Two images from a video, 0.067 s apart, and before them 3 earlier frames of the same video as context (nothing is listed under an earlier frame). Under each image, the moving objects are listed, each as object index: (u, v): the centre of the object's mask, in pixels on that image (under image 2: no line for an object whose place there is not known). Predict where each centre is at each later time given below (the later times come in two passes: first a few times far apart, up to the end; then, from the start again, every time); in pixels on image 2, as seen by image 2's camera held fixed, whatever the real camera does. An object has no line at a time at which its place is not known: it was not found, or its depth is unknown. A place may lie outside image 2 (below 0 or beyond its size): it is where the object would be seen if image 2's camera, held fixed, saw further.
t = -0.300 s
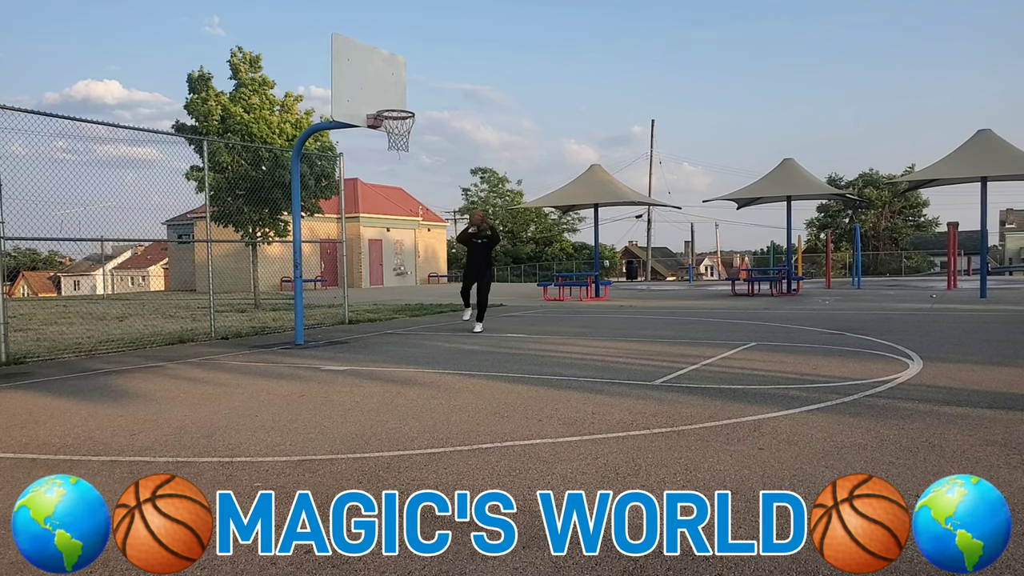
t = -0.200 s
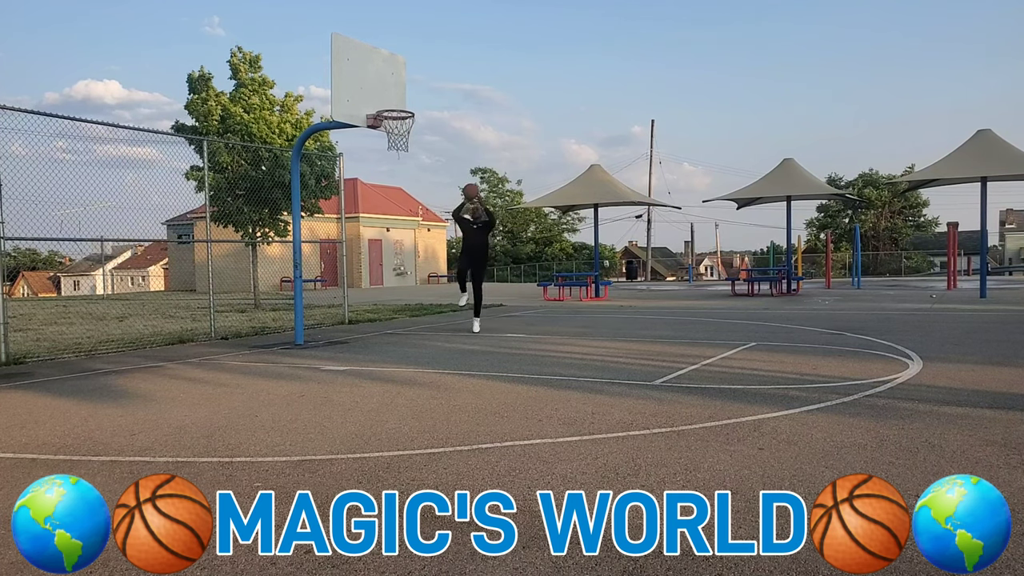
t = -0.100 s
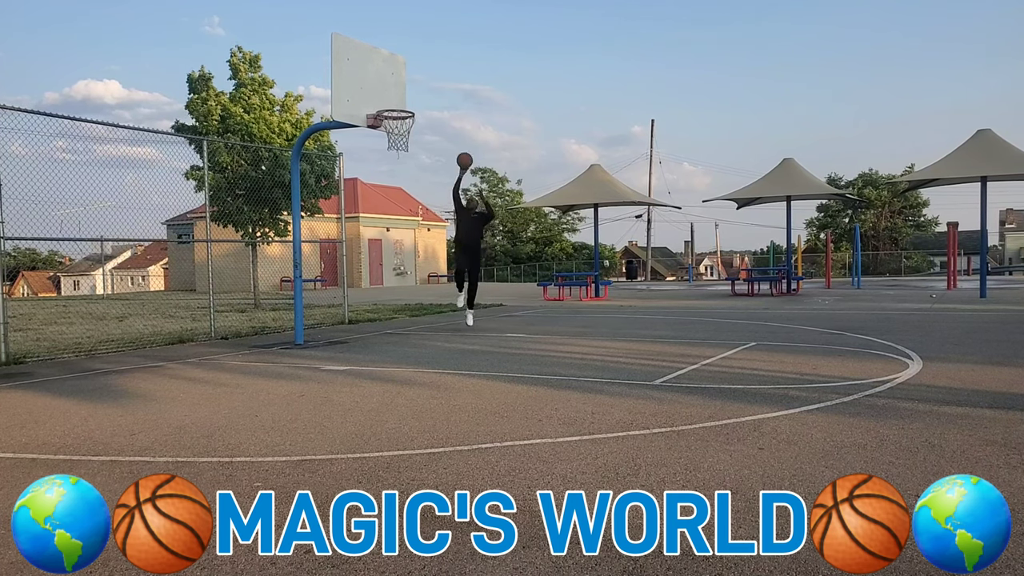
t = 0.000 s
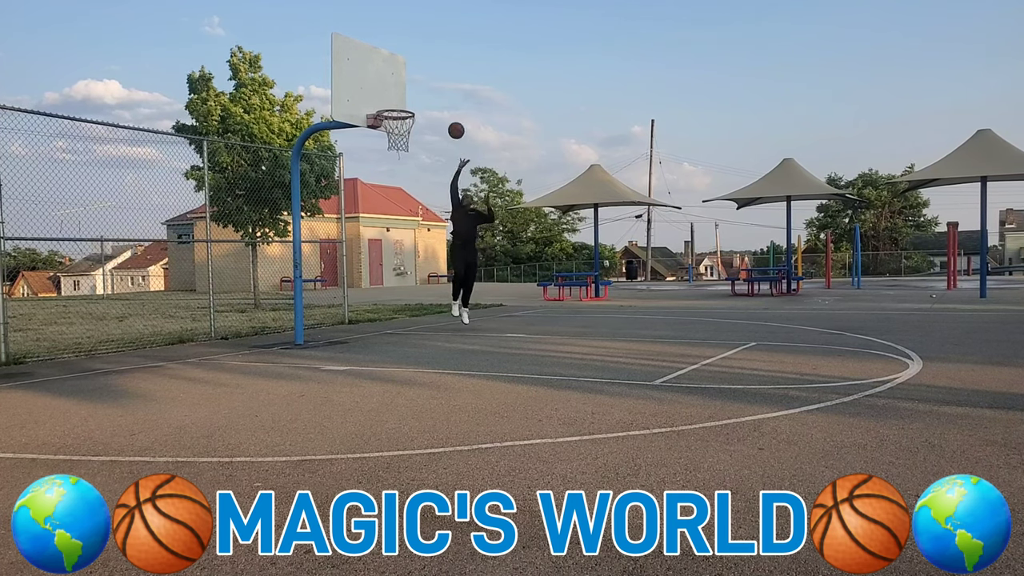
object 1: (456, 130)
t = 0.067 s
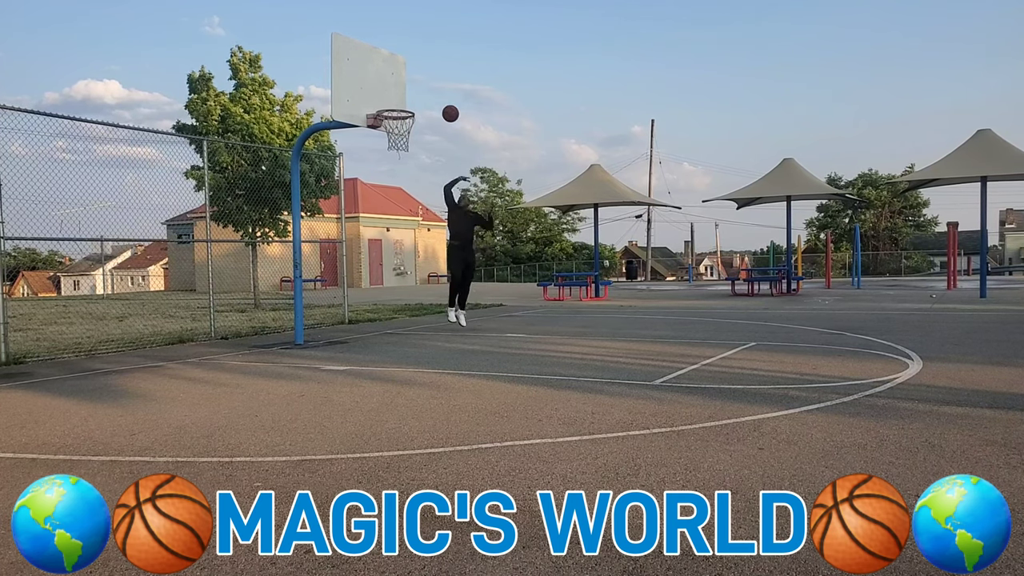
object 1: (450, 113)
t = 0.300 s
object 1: (430, 77)
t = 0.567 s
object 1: (409, 81)
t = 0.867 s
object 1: (390, 136)
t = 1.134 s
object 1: (388, 197)
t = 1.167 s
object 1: (388, 208)
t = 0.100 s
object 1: (447, 106)
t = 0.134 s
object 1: (444, 99)
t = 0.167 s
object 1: (441, 93)
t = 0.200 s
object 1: (439, 88)
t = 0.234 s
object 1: (436, 84)
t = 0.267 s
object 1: (433, 80)
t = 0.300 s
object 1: (430, 77)
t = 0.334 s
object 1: (428, 74)
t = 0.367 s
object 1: (425, 73)
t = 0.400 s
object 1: (422, 72)
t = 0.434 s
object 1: (419, 72)
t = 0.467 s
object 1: (417, 73)
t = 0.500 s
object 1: (414, 75)
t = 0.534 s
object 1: (411, 78)
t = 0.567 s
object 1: (409, 81)
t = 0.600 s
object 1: (406, 85)
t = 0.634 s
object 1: (403, 91)
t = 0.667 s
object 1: (401, 97)
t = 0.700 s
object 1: (399, 102)
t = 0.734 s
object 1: (396, 112)
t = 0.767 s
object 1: (394, 121)
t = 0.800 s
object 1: (392, 128)
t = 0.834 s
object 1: (391, 132)
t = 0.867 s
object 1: (390, 136)
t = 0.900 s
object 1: (390, 141)
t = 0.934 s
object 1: (390, 146)
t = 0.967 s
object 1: (390, 153)
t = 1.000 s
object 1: (389, 160)
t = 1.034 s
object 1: (389, 168)
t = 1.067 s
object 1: (389, 176)
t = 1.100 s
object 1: (389, 186)
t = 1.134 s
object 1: (388, 197)
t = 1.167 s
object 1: (388, 208)
